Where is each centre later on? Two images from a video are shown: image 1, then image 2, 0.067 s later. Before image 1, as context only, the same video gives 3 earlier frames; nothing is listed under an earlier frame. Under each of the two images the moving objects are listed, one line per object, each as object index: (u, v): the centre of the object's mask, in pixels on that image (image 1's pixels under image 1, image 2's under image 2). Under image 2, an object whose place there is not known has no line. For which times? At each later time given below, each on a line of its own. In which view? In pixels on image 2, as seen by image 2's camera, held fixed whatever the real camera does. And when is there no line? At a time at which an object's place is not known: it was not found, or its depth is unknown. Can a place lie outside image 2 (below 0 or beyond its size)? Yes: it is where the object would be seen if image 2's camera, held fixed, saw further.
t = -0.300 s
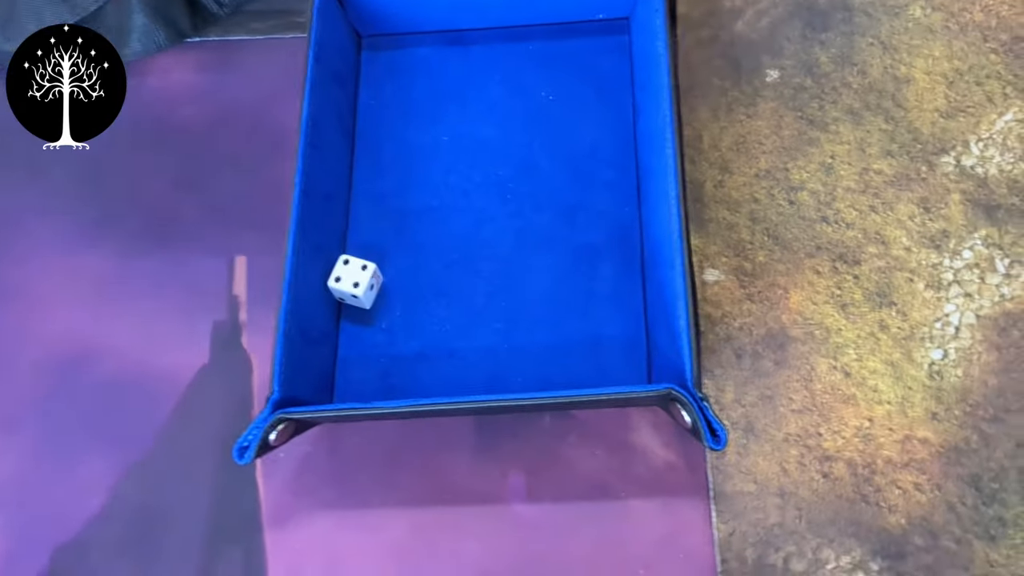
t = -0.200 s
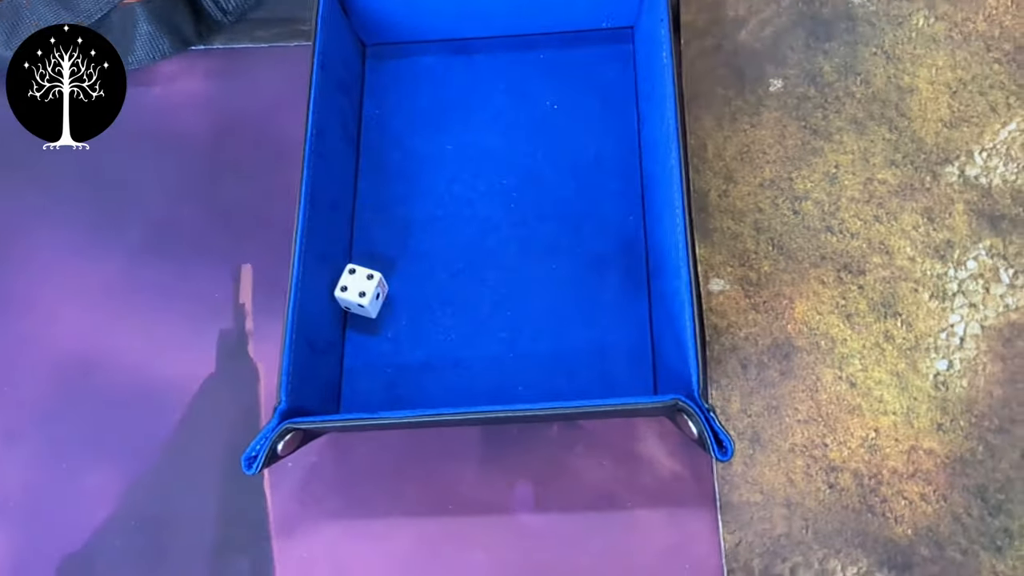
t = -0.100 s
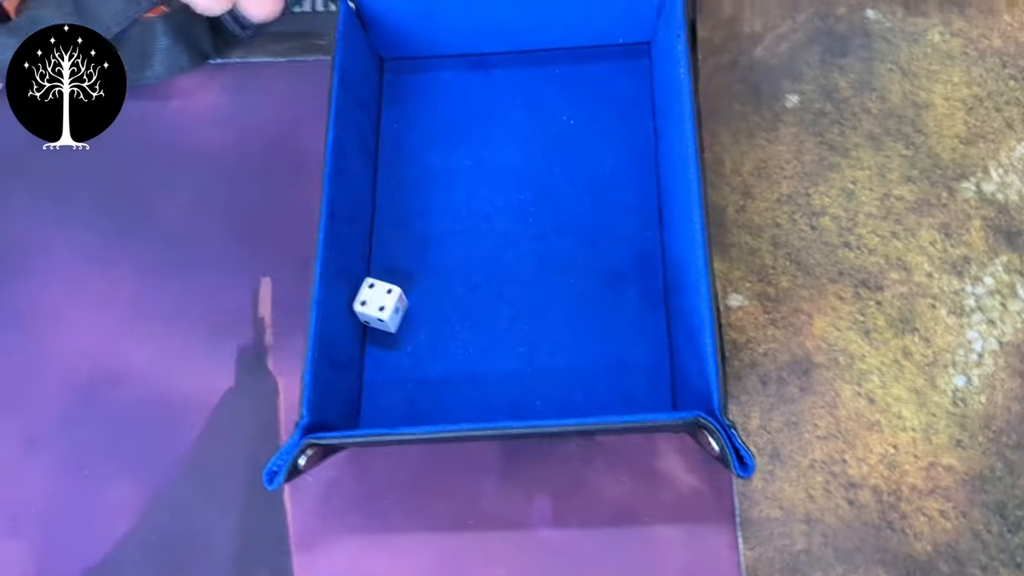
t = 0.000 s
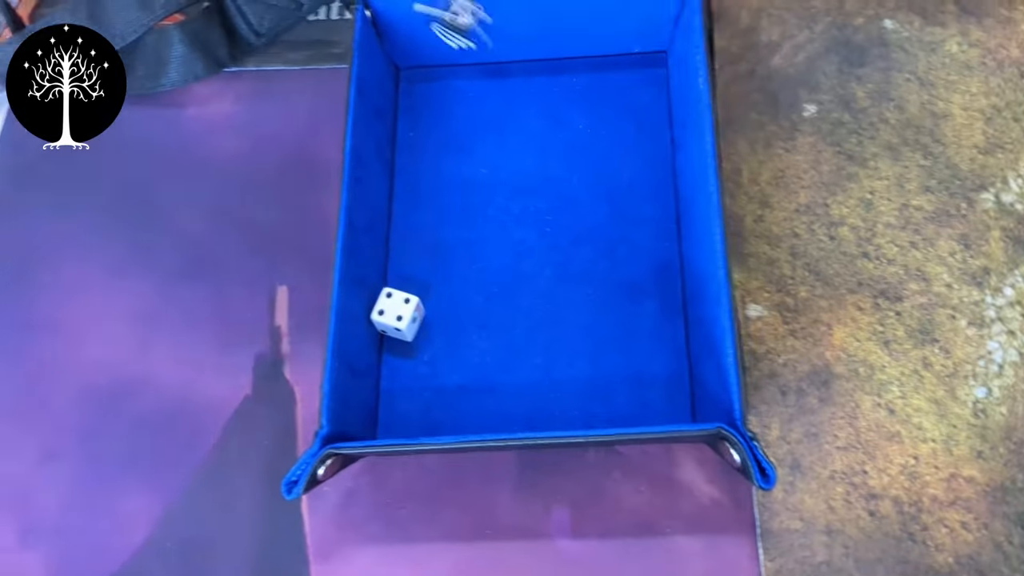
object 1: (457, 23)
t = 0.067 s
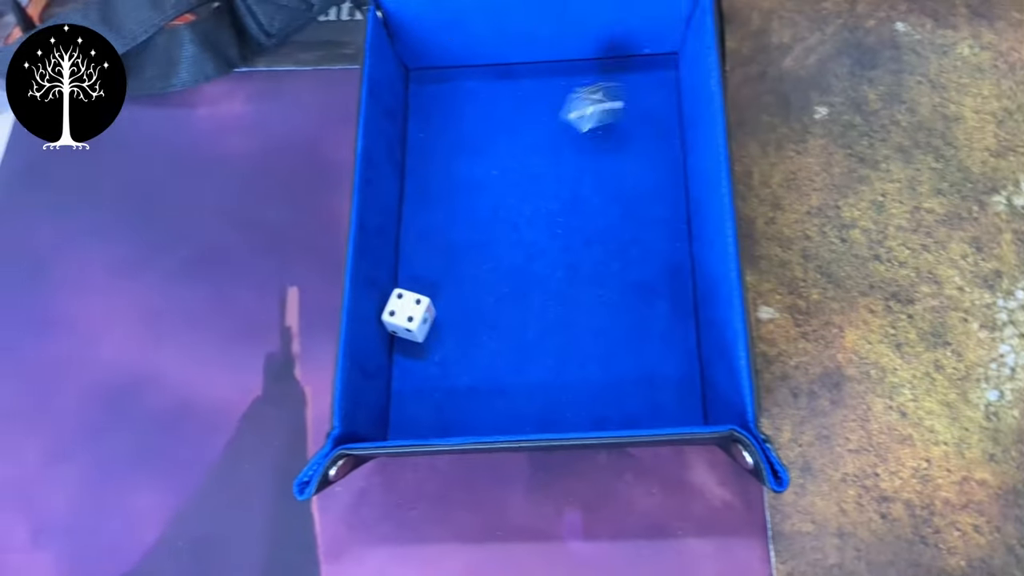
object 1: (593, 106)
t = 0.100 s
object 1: (657, 92)
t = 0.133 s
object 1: (669, 81)
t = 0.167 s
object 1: (664, 83)
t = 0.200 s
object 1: (659, 100)
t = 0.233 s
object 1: (651, 106)
